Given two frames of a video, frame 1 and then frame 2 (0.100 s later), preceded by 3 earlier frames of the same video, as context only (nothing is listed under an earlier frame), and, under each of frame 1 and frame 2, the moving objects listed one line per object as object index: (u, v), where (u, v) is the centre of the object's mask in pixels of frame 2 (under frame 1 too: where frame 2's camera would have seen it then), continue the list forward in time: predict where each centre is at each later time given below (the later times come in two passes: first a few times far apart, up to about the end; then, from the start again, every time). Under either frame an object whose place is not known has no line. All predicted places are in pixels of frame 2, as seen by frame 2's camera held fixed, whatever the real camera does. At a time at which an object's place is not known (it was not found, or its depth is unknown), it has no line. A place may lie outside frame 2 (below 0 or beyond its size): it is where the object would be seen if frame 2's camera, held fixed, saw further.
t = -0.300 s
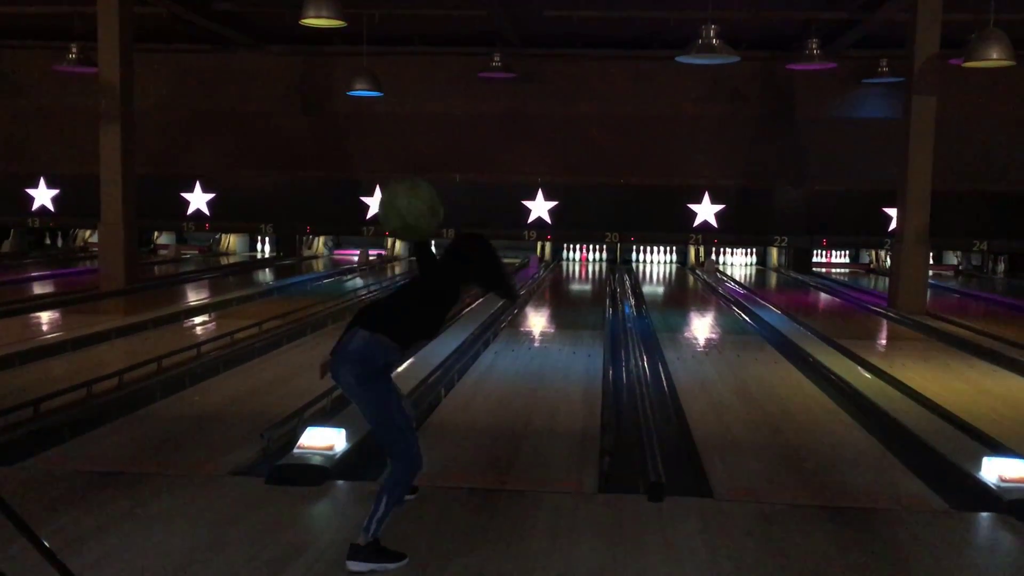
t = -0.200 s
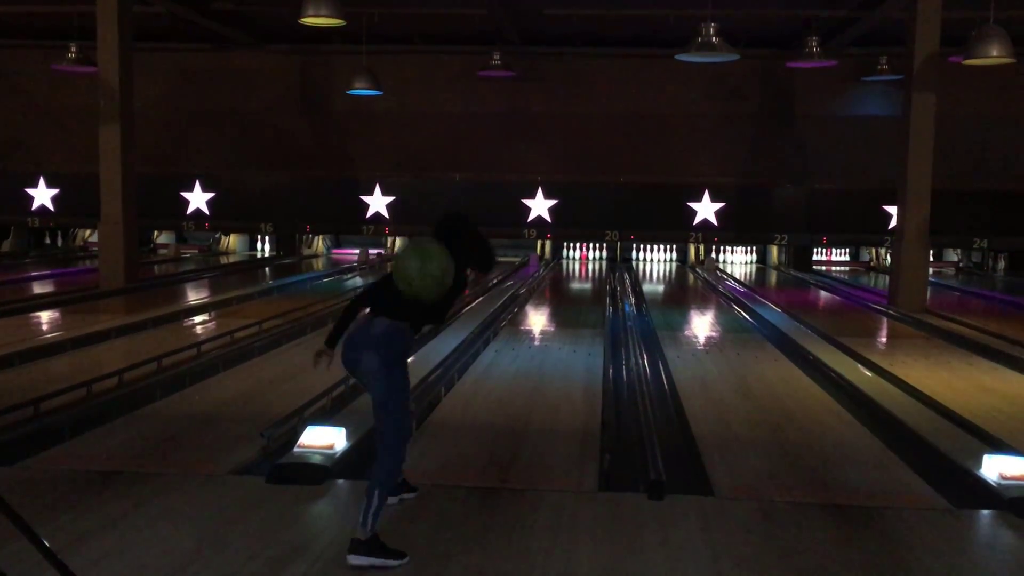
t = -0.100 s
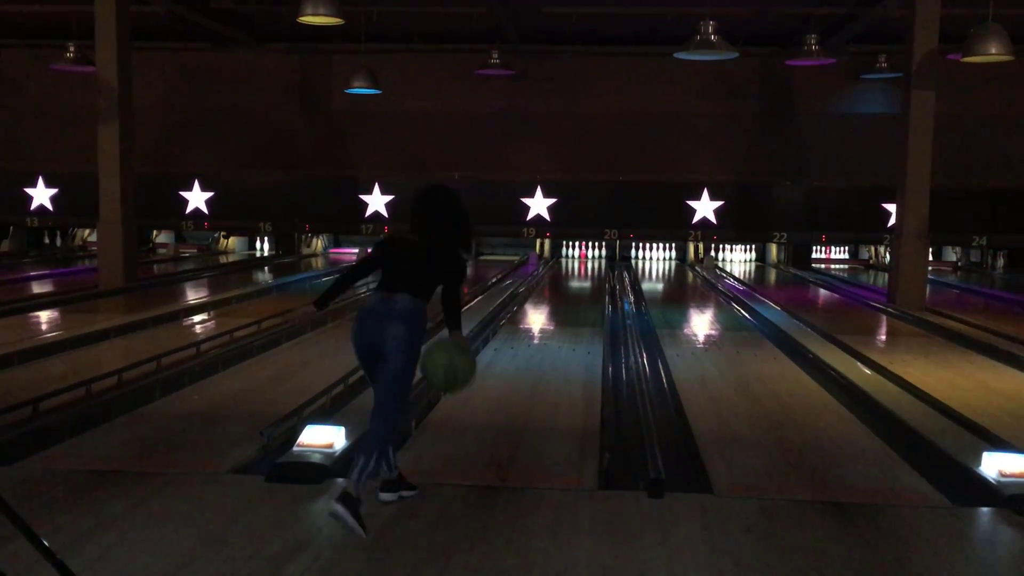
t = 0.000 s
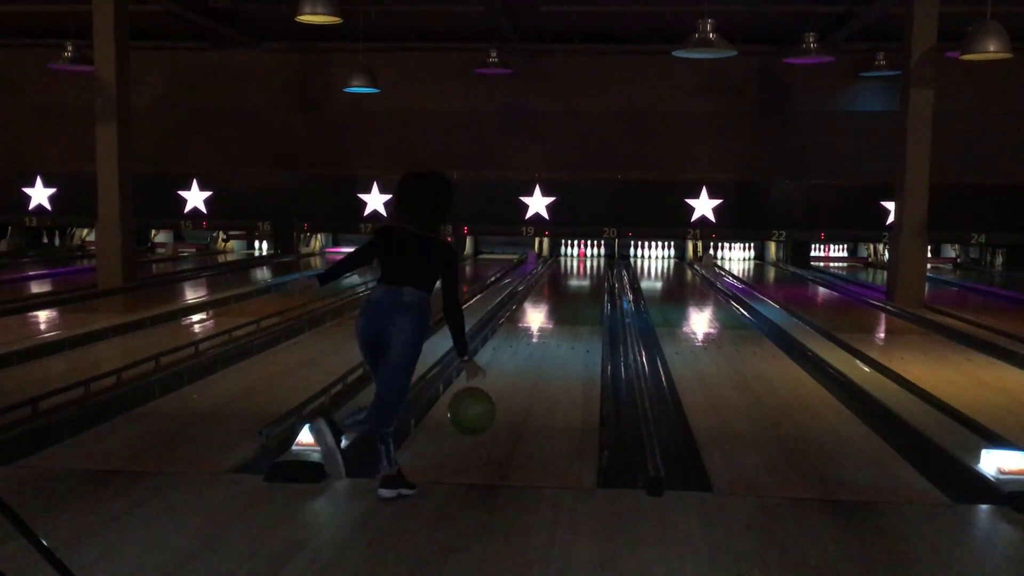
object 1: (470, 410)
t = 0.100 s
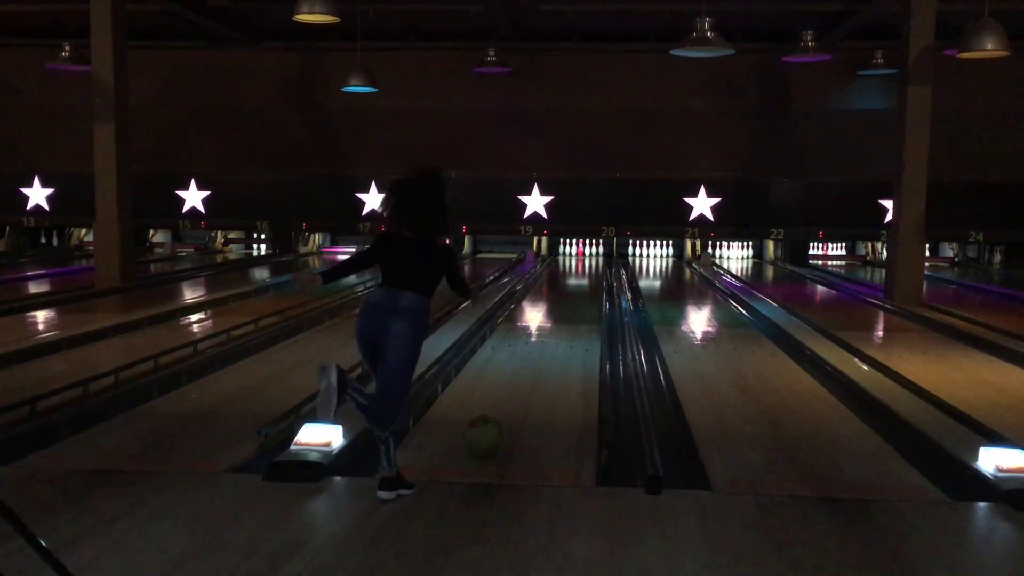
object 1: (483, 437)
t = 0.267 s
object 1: (500, 396)
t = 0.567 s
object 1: (519, 350)
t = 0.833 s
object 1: (527, 324)
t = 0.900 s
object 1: (529, 320)
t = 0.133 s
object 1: (487, 426)
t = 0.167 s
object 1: (491, 415)
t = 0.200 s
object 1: (494, 409)
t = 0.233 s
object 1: (497, 404)
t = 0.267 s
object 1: (500, 396)
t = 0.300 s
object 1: (503, 389)
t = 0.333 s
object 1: (505, 383)
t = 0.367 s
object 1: (508, 378)
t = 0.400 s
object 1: (510, 372)
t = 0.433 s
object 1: (512, 367)
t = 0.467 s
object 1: (514, 362)
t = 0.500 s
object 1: (515, 358)
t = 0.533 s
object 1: (517, 354)
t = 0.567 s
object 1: (519, 350)
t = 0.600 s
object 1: (520, 345)
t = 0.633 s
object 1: (521, 343)
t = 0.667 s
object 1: (522, 339)
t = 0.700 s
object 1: (523, 336)
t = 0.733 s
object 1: (525, 333)
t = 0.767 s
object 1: (525, 330)
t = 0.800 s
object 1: (527, 327)
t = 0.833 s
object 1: (527, 324)
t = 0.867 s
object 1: (528, 322)
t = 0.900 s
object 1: (529, 320)
